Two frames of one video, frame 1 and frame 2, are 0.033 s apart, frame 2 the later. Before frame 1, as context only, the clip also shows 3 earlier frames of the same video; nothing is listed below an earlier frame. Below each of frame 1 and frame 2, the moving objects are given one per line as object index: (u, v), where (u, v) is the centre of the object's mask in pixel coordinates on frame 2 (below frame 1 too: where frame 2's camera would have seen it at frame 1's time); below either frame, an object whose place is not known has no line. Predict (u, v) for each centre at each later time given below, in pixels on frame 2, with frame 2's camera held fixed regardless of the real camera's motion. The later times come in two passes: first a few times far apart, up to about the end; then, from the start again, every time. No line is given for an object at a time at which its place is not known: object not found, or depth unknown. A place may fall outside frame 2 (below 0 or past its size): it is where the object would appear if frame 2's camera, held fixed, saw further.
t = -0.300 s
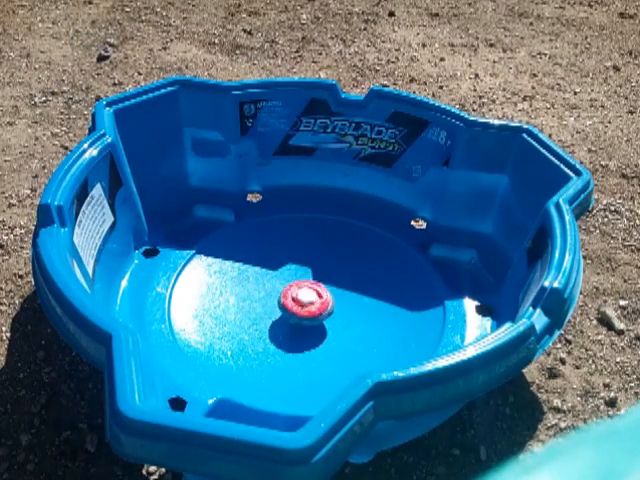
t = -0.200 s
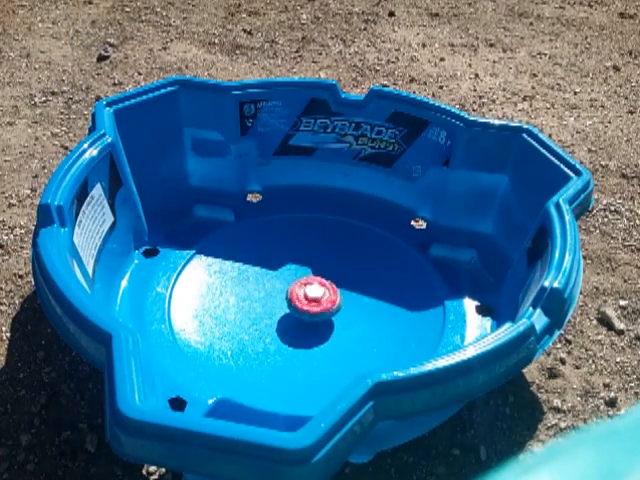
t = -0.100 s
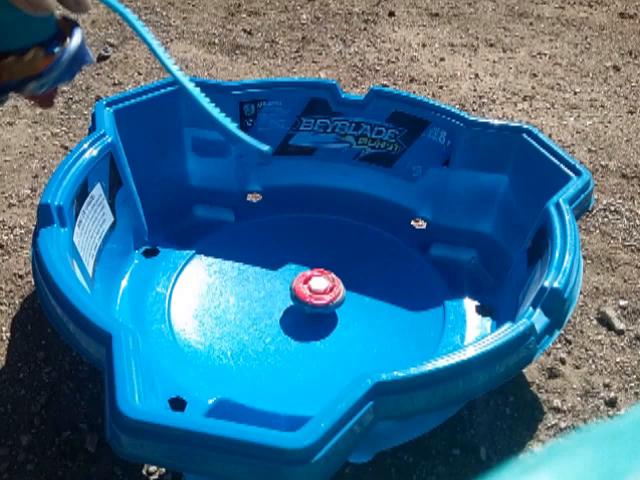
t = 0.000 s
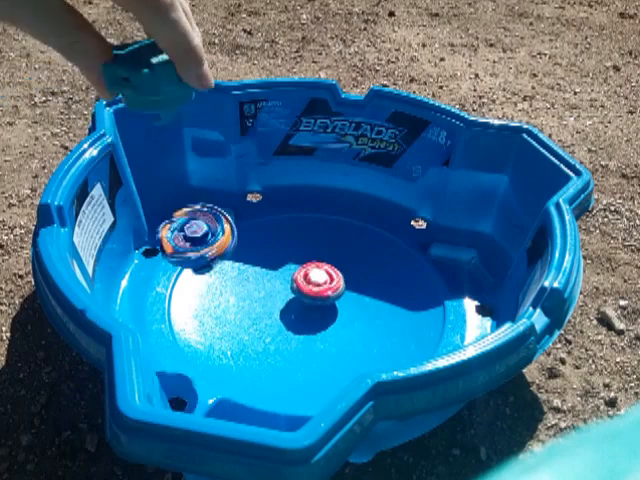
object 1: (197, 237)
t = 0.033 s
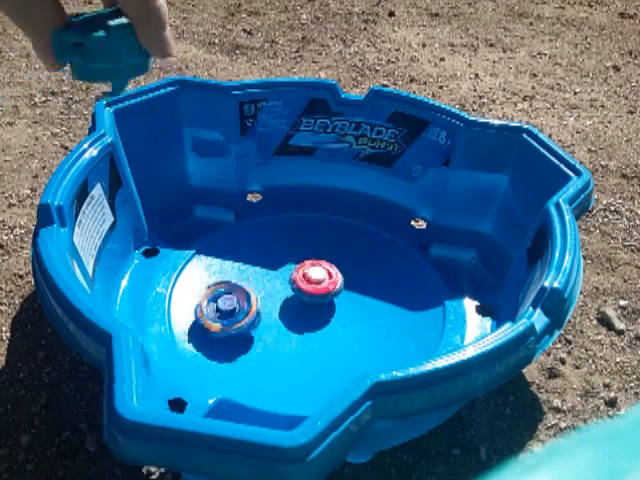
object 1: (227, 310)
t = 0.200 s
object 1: (329, 154)
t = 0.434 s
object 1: (361, 195)
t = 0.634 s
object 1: (285, 219)
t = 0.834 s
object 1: (249, 246)
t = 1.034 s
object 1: (216, 265)
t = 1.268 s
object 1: (228, 289)
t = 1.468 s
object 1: (268, 287)
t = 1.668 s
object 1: (225, 284)
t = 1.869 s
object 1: (232, 290)
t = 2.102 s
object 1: (256, 274)
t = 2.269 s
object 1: (245, 297)
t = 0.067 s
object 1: (247, 271)
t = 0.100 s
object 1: (267, 228)
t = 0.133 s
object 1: (286, 192)
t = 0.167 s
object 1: (309, 167)
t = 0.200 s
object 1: (329, 154)
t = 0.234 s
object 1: (348, 153)
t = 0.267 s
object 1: (365, 165)
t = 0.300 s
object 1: (378, 189)
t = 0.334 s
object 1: (389, 222)
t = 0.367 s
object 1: (387, 231)
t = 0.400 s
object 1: (374, 209)
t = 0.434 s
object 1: (361, 195)
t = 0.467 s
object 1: (346, 191)
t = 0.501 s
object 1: (329, 198)
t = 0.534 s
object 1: (311, 218)
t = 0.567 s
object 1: (299, 221)
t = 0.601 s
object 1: (293, 215)
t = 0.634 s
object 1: (285, 219)
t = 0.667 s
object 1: (277, 234)
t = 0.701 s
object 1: (271, 236)
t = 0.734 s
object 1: (266, 235)
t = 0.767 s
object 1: (260, 245)
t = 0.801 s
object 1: (254, 245)
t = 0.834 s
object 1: (249, 246)
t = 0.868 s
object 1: (242, 247)
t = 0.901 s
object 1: (235, 252)
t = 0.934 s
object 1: (229, 255)
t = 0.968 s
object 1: (223, 258)
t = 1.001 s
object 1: (219, 261)
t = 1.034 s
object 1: (216, 265)
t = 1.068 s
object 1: (214, 268)
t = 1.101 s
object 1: (212, 272)
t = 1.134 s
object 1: (213, 275)
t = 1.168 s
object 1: (215, 280)
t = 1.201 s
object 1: (218, 283)
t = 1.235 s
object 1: (222, 287)
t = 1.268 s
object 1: (228, 289)
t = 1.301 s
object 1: (234, 291)
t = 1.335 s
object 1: (241, 293)
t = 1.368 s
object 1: (248, 292)
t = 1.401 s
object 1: (256, 291)
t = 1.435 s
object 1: (261, 290)
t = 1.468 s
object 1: (268, 287)
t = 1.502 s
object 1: (252, 284)
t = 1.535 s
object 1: (241, 282)
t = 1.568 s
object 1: (235, 281)
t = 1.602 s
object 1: (231, 281)
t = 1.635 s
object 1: (228, 282)
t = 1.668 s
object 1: (225, 284)
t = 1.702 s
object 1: (224, 286)
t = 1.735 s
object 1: (224, 287)
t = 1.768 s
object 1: (224, 288)
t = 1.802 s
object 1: (226, 289)
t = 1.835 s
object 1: (229, 289)
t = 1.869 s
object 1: (232, 290)
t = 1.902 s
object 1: (236, 290)
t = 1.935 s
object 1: (240, 288)
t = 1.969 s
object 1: (244, 287)
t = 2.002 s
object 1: (247, 282)
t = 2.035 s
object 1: (251, 280)
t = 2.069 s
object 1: (253, 277)
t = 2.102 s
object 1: (256, 274)
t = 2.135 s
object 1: (247, 281)
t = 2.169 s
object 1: (241, 286)
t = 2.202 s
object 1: (240, 290)
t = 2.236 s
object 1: (242, 294)
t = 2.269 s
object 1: (245, 297)
